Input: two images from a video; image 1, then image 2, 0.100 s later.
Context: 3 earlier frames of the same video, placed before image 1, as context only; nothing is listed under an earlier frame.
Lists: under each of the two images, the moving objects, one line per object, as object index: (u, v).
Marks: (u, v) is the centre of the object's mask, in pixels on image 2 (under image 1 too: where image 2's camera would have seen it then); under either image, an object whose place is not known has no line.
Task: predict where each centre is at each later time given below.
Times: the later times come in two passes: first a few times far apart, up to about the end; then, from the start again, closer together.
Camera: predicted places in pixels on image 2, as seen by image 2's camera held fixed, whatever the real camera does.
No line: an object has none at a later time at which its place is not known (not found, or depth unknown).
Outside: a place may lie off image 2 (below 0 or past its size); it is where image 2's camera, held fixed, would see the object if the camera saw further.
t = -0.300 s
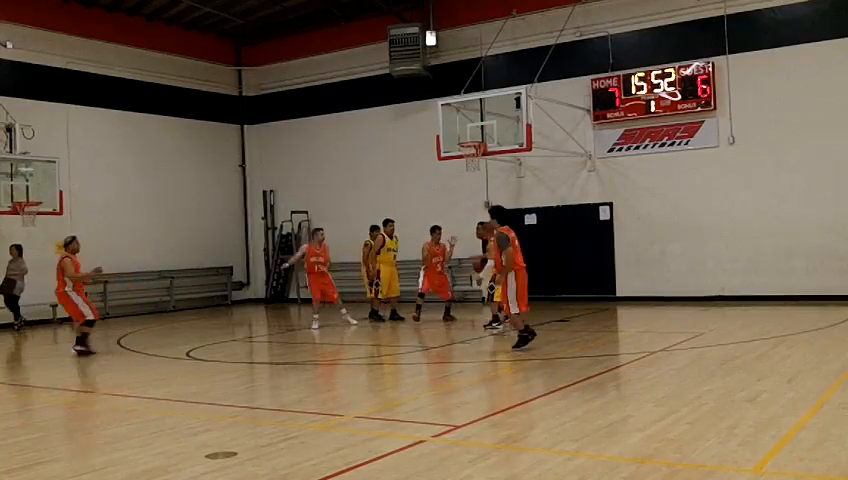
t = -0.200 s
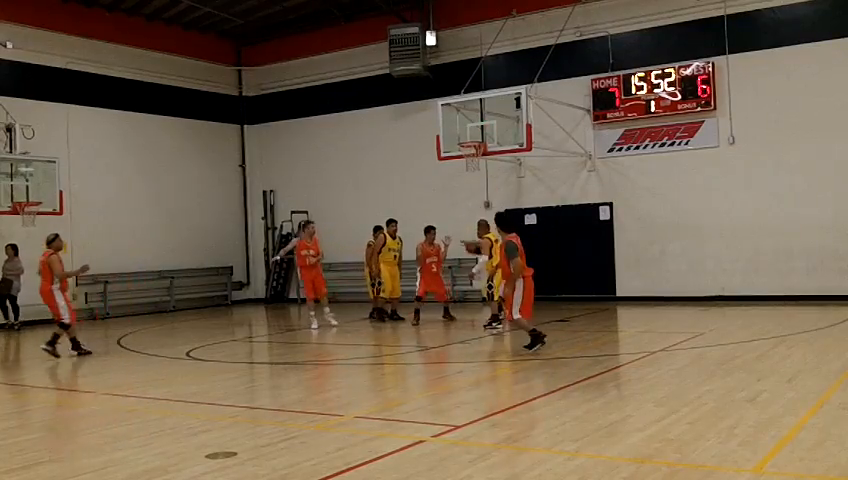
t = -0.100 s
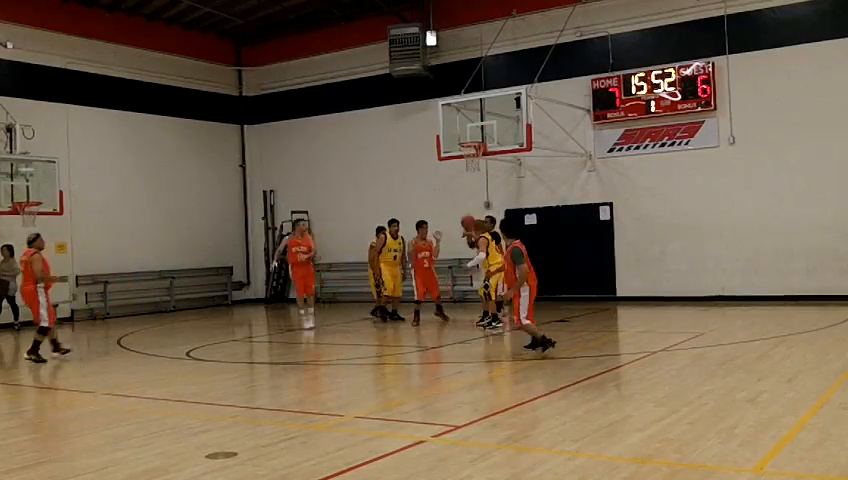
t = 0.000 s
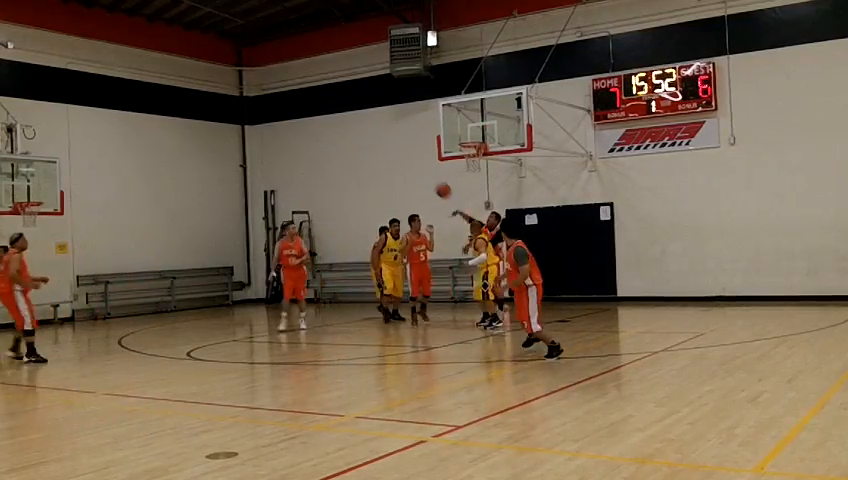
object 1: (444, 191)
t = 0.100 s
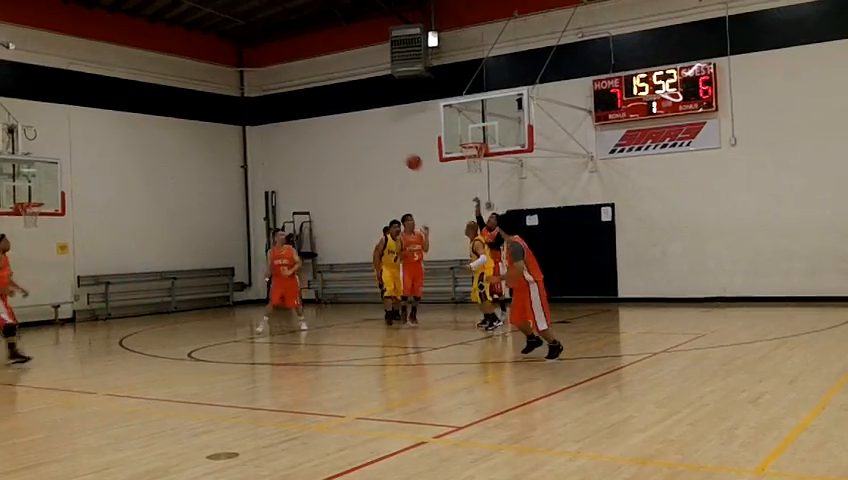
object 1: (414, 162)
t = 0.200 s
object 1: (381, 137)
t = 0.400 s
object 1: (309, 99)
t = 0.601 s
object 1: (225, 87)
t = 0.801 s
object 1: (123, 103)
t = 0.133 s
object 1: (403, 153)
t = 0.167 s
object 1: (392, 145)
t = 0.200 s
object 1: (381, 137)
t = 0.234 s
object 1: (370, 129)
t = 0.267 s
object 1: (359, 122)
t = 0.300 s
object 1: (346, 115)
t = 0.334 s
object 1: (334, 109)
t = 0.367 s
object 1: (322, 104)
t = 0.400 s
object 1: (309, 99)
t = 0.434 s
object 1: (296, 96)
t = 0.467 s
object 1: (282, 92)
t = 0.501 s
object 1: (269, 89)
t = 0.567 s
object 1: (241, 87)
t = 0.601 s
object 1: (225, 87)
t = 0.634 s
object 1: (209, 87)
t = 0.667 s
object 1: (192, 88)
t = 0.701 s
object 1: (176, 91)
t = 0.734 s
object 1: (159, 94)
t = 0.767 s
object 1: (141, 98)
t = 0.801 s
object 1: (123, 103)
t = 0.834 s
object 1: (105, 110)
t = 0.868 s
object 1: (86, 119)
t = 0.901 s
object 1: (66, 128)
